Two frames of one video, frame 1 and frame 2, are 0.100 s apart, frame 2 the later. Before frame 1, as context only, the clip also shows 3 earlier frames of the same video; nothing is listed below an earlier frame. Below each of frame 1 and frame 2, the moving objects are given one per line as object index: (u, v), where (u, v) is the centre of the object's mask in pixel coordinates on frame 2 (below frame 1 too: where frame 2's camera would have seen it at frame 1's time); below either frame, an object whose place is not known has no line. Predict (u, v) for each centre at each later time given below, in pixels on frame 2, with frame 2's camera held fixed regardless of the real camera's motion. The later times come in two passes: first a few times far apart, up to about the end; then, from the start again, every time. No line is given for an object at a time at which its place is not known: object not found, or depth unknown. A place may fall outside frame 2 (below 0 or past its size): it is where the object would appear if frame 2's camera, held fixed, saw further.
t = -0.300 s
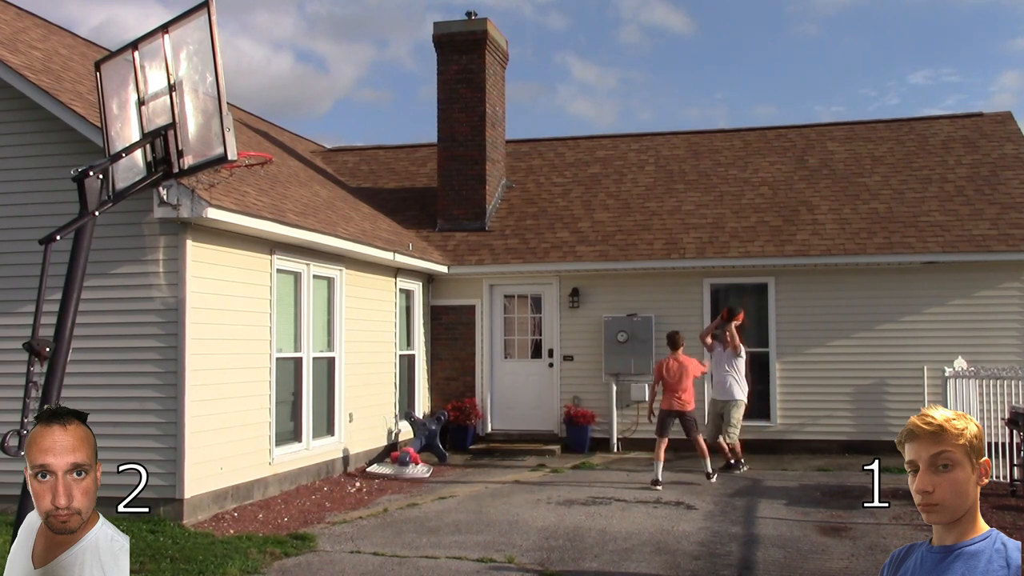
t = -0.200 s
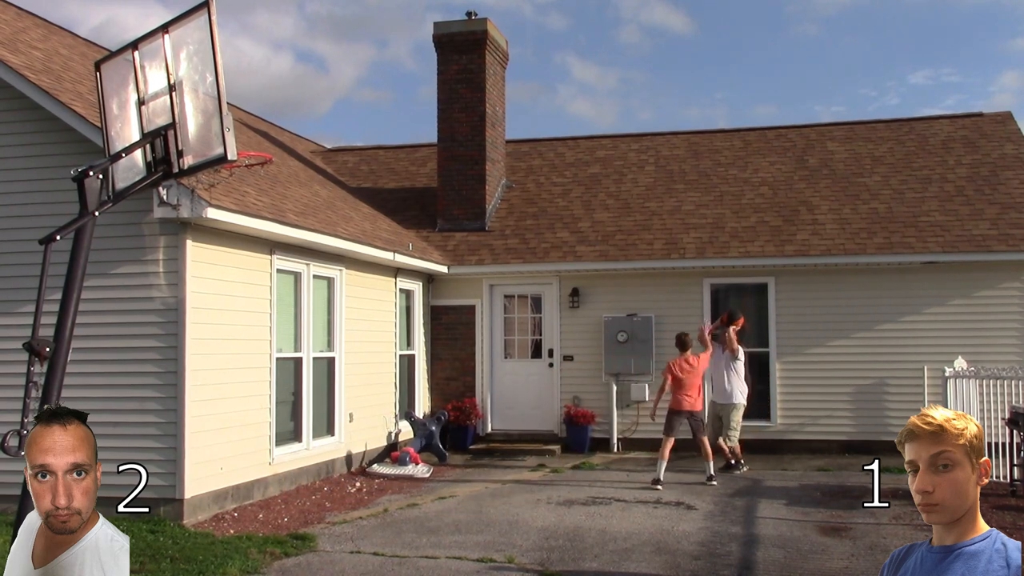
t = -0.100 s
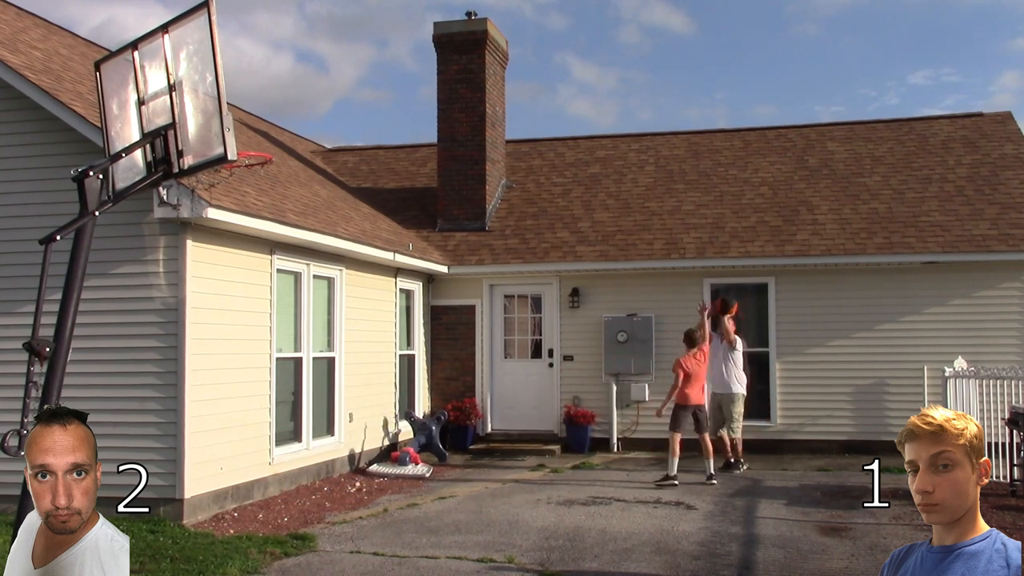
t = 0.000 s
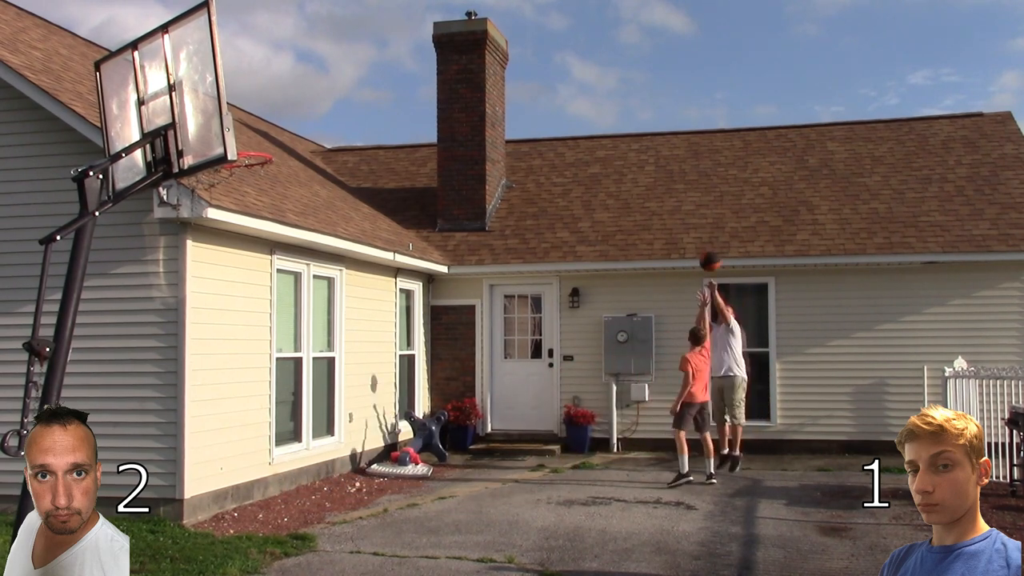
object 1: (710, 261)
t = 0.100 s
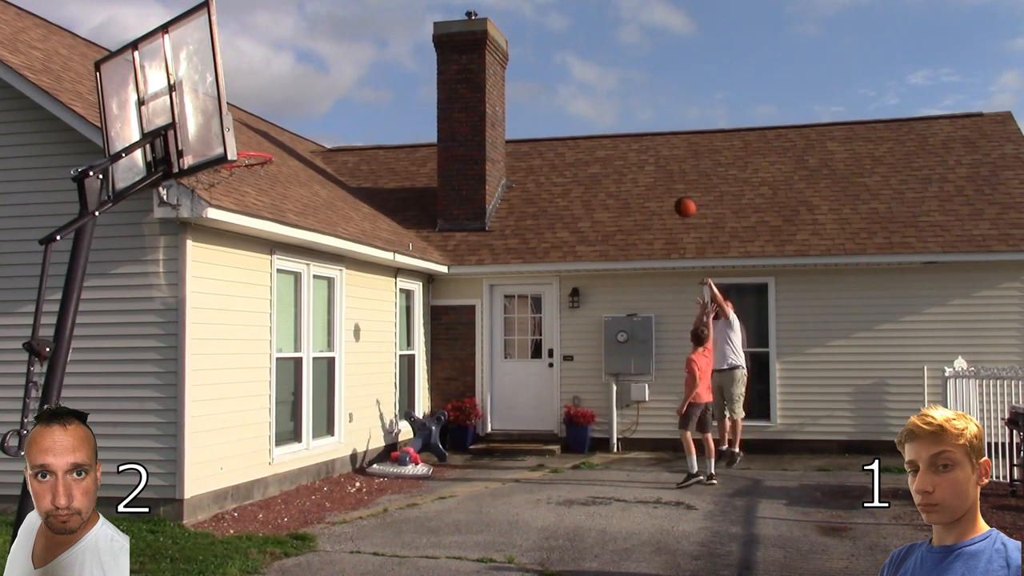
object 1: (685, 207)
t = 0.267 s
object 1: (640, 129)
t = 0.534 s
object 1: (553, 44)
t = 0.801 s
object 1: (441, 24)
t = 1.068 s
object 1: (290, 105)
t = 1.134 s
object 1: (247, 141)
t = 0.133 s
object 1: (676, 190)
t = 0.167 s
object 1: (667, 173)
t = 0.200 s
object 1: (659, 157)
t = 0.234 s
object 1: (650, 143)
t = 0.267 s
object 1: (640, 129)
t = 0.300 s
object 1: (630, 115)
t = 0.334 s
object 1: (620, 103)
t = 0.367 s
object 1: (609, 91)
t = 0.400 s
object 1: (598, 80)
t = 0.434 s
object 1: (588, 69)
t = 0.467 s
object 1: (576, 60)
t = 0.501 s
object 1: (564, 52)
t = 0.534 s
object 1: (553, 44)
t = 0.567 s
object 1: (540, 38)
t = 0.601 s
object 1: (527, 32)
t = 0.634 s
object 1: (515, 28)
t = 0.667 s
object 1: (501, 24)
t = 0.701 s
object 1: (487, 23)
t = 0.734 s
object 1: (473, 23)
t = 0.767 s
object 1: (457, 21)
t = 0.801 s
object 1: (441, 24)
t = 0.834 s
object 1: (425, 28)
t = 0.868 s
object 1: (408, 33)
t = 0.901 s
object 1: (391, 40)
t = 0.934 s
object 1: (372, 49)
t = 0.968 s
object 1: (353, 60)
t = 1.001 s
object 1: (333, 73)
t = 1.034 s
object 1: (312, 88)
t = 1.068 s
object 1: (290, 105)
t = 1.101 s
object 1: (267, 124)
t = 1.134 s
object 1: (247, 141)
